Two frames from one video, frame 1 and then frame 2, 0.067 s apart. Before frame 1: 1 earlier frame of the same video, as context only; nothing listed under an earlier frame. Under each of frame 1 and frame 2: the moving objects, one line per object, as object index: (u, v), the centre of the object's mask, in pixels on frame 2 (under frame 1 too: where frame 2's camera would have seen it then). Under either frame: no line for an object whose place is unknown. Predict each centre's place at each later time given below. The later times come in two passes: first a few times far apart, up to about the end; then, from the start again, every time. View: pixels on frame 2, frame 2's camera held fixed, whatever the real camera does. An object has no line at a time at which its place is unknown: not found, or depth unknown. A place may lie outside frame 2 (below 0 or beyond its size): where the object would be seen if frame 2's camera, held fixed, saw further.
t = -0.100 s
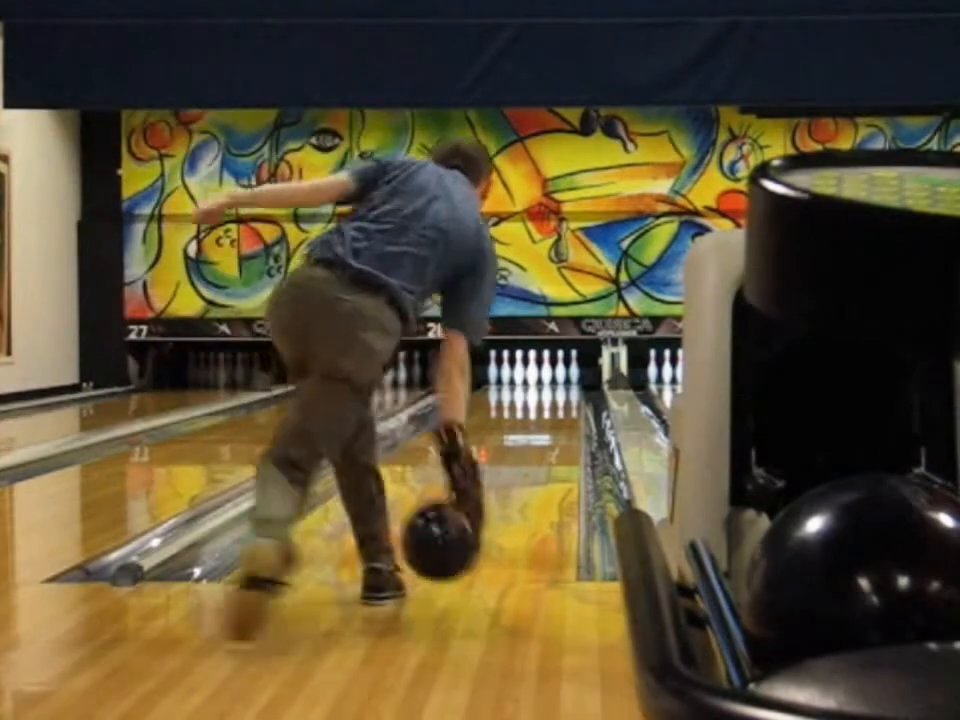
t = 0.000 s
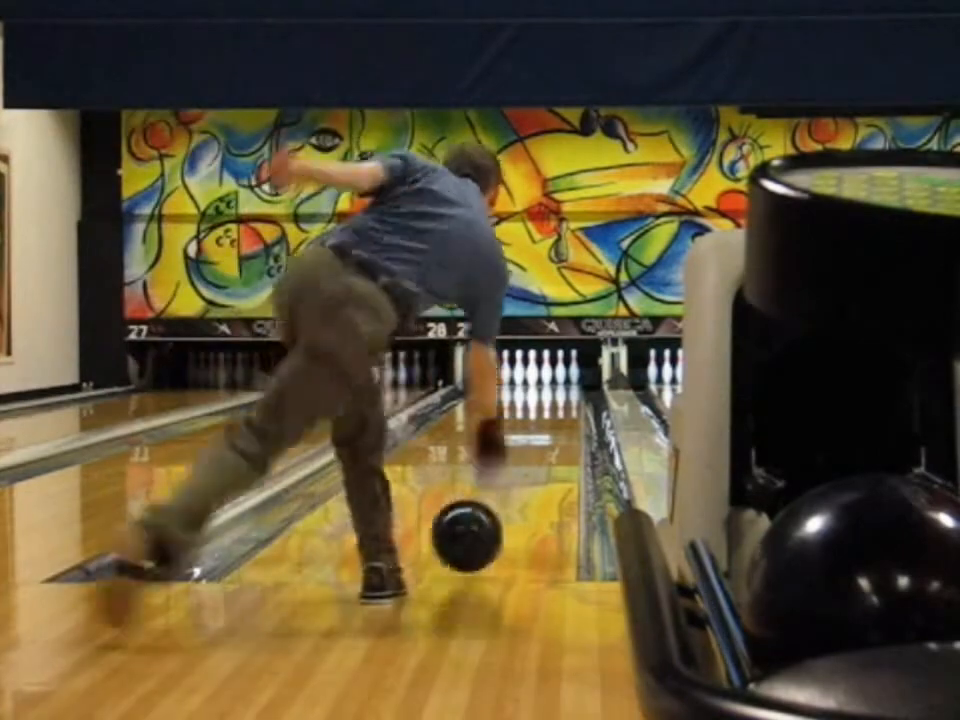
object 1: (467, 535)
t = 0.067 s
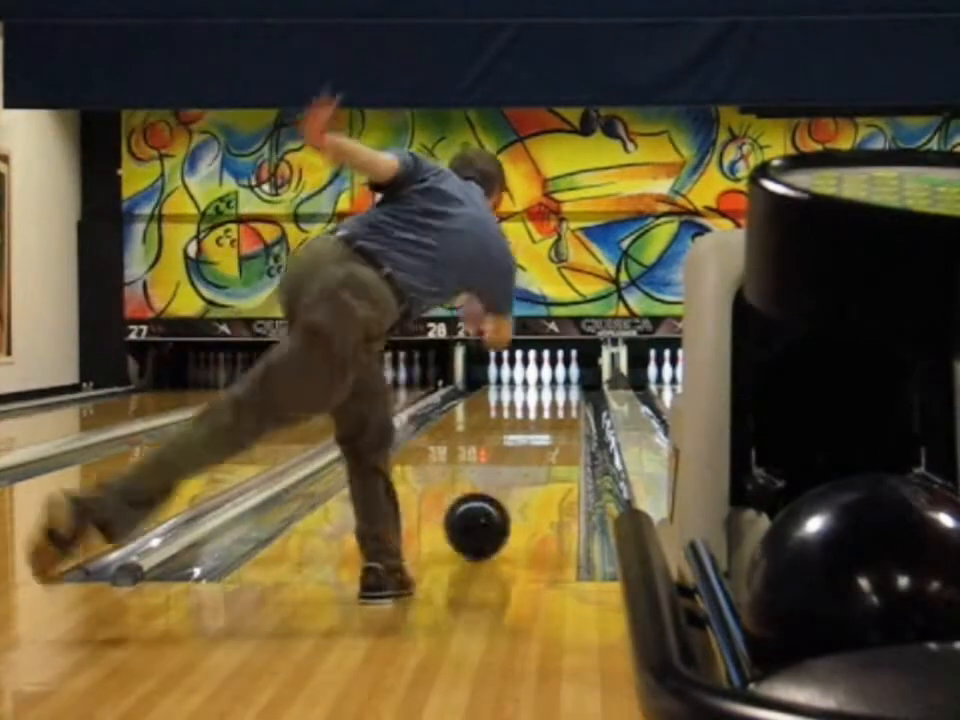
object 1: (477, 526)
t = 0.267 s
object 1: (501, 488)
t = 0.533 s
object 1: (521, 454)
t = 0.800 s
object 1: (534, 434)
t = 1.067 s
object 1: (543, 417)
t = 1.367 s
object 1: (550, 403)
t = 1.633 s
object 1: (552, 394)
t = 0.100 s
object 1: (481, 519)
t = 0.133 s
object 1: (485, 512)
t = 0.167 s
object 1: (490, 506)
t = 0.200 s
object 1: (494, 499)
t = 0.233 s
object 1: (498, 493)
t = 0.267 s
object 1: (501, 488)
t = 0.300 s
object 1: (504, 483)
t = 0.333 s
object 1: (507, 478)
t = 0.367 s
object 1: (509, 474)
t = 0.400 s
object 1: (512, 470)
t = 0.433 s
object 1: (514, 467)
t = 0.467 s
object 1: (517, 464)
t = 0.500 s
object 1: (519, 459)
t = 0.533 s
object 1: (521, 454)
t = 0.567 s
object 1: (523, 451)
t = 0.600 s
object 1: (525, 449)
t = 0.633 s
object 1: (527, 446)
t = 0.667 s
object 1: (529, 443)
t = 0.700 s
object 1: (530, 441)
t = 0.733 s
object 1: (531, 439)
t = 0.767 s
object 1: (533, 436)
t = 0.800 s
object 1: (534, 434)
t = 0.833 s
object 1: (535, 431)
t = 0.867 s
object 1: (537, 429)
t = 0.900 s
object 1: (538, 426)
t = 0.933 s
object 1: (539, 425)
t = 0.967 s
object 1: (540, 423)
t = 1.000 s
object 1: (541, 421)
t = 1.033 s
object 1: (542, 419)
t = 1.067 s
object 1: (543, 417)
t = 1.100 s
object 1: (544, 415)
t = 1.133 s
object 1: (545, 413)
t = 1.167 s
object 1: (546, 412)
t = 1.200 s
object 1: (547, 411)
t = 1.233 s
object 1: (547, 409)
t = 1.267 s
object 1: (548, 408)
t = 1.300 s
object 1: (548, 406)
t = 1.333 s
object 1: (548, 405)
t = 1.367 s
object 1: (550, 403)
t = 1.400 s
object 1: (550, 402)
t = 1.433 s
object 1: (550, 401)
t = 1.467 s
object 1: (551, 399)
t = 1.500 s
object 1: (551, 398)
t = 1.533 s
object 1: (552, 397)
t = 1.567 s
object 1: (551, 396)
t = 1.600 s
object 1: (552, 395)
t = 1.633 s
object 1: (552, 394)
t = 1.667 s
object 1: (553, 393)
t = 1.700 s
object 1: (553, 392)
